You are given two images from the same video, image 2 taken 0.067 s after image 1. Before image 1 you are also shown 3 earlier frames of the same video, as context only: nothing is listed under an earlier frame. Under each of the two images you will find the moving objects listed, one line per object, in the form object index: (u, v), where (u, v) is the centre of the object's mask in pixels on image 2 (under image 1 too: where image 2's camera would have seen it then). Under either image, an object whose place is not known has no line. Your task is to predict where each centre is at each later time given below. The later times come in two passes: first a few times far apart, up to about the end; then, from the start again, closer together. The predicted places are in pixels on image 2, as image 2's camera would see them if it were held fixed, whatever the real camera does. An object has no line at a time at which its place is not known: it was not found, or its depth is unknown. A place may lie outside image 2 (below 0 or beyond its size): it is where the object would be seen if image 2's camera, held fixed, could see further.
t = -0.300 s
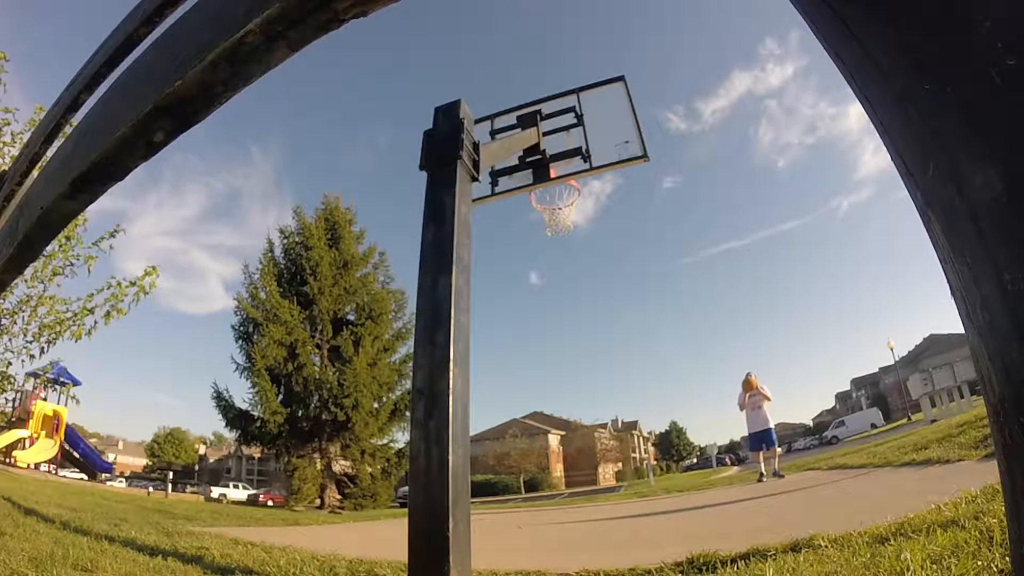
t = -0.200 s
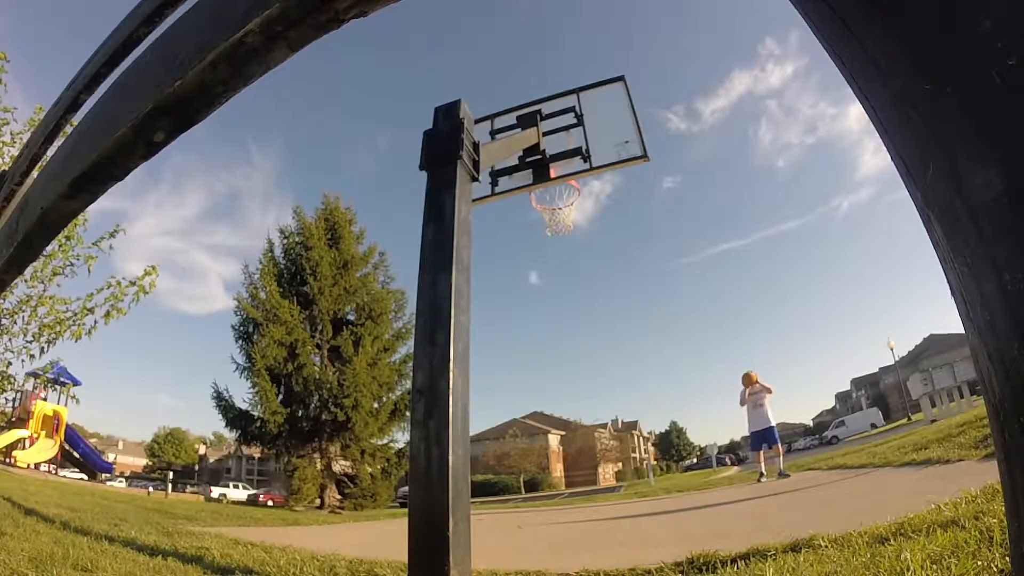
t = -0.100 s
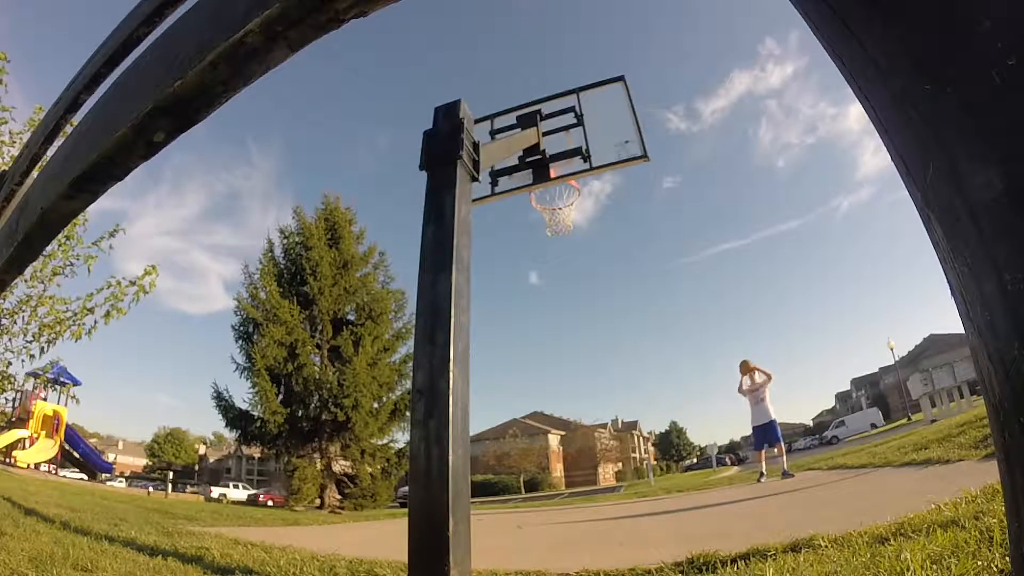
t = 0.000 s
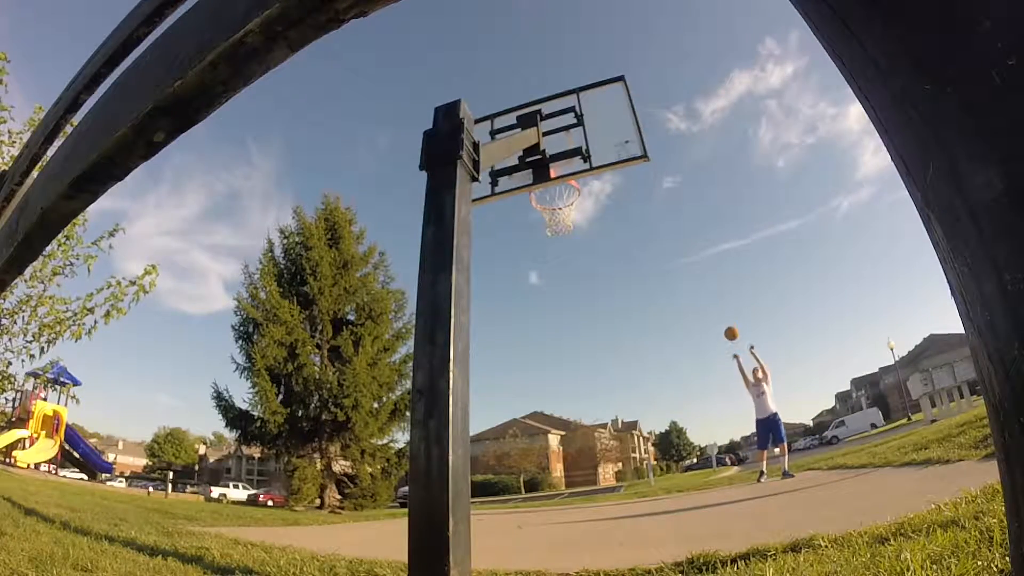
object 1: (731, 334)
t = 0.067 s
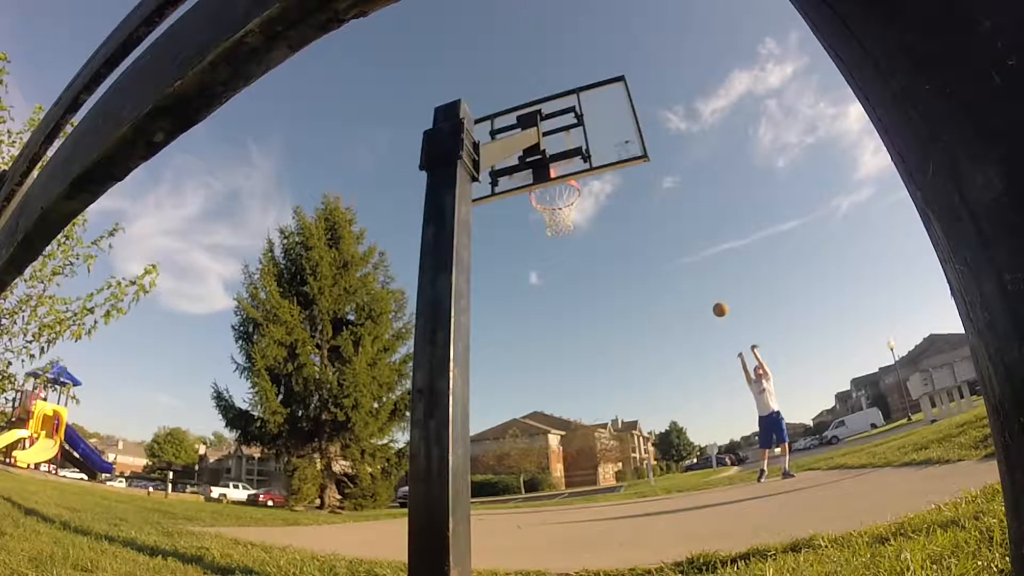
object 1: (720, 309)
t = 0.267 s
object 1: (686, 250)
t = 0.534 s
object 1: (640, 198)
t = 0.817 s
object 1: (588, 184)
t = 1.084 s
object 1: (542, 201)
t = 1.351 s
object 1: (564, 227)
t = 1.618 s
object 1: (560, 229)
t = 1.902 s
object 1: (561, 236)
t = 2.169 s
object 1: (576, 305)
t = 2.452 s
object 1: (602, 485)
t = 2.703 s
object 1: (600, 396)
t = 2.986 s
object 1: (597, 316)
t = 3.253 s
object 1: (602, 326)
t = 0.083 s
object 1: (717, 304)
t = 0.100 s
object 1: (714, 298)
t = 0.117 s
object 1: (712, 293)
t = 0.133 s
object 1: (709, 287)
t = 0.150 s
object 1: (706, 282)
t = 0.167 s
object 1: (703, 277)
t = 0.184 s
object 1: (700, 272)
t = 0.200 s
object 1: (697, 268)
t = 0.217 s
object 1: (694, 263)
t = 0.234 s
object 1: (691, 259)
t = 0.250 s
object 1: (688, 254)
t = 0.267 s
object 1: (686, 250)
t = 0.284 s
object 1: (683, 245)
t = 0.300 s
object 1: (680, 242)
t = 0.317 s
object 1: (677, 238)
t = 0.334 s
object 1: (674, 234)
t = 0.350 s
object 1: (672, 230)
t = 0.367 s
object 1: (669, 227)
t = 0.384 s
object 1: (666, 223)
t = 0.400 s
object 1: (663, 220)
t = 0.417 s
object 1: (660, 217)
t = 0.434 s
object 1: (657, 213)
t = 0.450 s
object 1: (654, 211)
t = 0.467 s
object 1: (651, 208)
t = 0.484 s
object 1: (649, 205)
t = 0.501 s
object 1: (646, 203)
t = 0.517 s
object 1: (643, 200)
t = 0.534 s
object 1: (640, 198)
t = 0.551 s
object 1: (637, 196)
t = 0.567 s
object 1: (634, 194)
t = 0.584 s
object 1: (631, 192)
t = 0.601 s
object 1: (628, 190)
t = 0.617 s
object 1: (625, 188)
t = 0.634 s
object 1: (622, 187)
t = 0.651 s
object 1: (619, 186)
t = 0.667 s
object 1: (616, 185)
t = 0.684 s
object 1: (613, 184)
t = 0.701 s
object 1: (610, 183)
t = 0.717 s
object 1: (607, 182)
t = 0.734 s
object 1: (604, 182)
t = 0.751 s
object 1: (601, 182)
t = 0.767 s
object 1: (597, 183)
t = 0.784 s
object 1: (594, 183)
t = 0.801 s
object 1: (591, 184)
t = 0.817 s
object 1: (588, 184)
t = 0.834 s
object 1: (586, 185)
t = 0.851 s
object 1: (582, 185)
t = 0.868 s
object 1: (577, 187)
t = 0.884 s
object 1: (573, 190)
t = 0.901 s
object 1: (569, 191)
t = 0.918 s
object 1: (567, 192)
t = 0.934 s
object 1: (561, 194)
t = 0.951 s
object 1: (557, 197)
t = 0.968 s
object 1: (553, 199)
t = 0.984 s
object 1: (549, 203)
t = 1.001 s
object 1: (544, 205)
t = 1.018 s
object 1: (543, 204)
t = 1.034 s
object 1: (541, 203)
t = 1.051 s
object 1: (541, 202)
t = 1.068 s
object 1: (541, 201)
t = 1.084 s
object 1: (542, 201)
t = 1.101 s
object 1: (543, 203)
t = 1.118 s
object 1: (544, 205)
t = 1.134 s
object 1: (545, 207)
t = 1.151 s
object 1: (545, 209)
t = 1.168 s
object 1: (546, 211)
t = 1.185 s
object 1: (547, 214)
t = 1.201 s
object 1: (549, 216)
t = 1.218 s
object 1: (550, 218)
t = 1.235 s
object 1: (552, 220)
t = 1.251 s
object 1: (554, 222)
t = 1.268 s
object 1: (556, 223)
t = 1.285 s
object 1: (559, 225)
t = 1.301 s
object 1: (561, 227)
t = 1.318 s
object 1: (563, 227)
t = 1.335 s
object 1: (564, 227)
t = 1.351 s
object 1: (564, 227)
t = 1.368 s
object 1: (565, 227)
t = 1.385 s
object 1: (565, 227)
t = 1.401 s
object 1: (565, 226)
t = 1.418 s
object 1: (566, 226)
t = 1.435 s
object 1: (566, 226)
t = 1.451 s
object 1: (566, 226)
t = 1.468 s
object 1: (566, 226)
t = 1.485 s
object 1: (565, 226)
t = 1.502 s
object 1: (565, 226)
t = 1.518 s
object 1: (565, 226)
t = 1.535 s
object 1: (564, 226)
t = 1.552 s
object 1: (563, 227)
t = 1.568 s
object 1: (563, 227)
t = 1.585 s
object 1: (562, 227)
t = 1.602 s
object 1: (561, 228)
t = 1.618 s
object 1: (560, 229)
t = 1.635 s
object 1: (559, 229)
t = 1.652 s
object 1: (558, 230)
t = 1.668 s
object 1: (558, 229)
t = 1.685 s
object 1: (557, 229)
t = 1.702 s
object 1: (557, 229)
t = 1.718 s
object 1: (557, 229)
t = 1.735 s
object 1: (556, 230)
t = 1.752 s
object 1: (556, 230)
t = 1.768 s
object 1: (556, 229)
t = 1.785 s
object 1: (557, 230)
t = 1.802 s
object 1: (557, 230)
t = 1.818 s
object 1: (558, 231)
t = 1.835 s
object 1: (558, 231)
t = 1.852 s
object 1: (559, 232)
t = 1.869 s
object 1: (559, 233)
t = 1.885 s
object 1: (560, 235)
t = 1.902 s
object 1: (561, 236)
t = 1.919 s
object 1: (561, 239)
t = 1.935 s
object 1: (562, 241)
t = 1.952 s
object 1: (563, 243)
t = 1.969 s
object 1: (564, 246)
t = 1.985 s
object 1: (564, 250)
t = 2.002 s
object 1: (565, 253)
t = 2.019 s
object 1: (566, 256)
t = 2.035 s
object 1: (567, 260)
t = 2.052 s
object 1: (568, 265)
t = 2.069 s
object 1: (569, 270)
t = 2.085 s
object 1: (570, 275)
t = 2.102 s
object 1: (571, 280)
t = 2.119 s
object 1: (572, 285)
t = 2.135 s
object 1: (574, 292)
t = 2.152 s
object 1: (574, 298)
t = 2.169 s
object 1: (576, 305)
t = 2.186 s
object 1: (577, 312)
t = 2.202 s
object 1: (579, 320)
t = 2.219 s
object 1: (580, 328)
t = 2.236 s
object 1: (581, 336)
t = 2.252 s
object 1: (582, 345)
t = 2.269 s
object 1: (584, 355)
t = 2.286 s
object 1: (585, 364)
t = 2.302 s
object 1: (587, 374)
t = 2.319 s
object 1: (588, 385)
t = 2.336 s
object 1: (590, 396)
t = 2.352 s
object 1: (592, 407)
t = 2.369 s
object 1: (594, 419)
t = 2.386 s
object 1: (595, 431)
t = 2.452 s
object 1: (602, 485)
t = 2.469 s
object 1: (604, 499)
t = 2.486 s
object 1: (606, 515)
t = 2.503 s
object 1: (606, 518)
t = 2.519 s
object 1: (606, 506)
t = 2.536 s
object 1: (606, 494)
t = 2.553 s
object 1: (605, 483)
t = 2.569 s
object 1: (605, 471)
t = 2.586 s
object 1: (605, 460)
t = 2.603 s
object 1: (604, 450)
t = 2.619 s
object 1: (603, 439)
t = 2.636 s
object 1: (603, 430)
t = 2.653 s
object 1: (602, 421)
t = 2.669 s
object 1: (601, 412)
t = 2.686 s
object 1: (601, 404)
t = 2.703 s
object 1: (600, 396)
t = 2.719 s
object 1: (600, 388)
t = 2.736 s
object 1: (599, 381)
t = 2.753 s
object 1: (599, 374)
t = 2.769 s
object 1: (599, 368)
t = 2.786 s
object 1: (598, 362)
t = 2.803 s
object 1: (598, 356)
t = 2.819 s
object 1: (598, 351)
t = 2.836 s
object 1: (597, 346)
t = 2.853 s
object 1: (597, 341)
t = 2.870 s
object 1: (597, 337)
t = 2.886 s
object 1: (597, 333)
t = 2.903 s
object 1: (597, 329)
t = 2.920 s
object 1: (597, 326)
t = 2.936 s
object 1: (597, 323)
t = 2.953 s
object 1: (597, 320)
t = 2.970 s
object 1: (596, 318)
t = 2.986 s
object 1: (597, 316)
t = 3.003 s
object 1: (597, 314)
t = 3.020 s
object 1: (597, 313)
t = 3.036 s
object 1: (597, 312)
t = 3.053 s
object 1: (597, 311)
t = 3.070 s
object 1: (597, 311)
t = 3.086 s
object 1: (598, 311)
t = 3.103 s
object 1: (598, 311)
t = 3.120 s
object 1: (598, 311)
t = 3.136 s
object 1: (599, 312)
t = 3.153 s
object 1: (599, 313)
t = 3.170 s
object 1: (599, 314)
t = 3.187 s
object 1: (600, 316)
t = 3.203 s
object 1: (600, 318)
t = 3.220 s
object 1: (601, 320)
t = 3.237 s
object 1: (601, 323)
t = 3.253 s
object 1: (602, 326)
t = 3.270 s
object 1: (603, 329)
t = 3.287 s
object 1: (603, 332)
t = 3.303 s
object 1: (604, 337)
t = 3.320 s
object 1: (605, 341)
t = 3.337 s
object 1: (606, 345)
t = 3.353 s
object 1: (607, 351)
